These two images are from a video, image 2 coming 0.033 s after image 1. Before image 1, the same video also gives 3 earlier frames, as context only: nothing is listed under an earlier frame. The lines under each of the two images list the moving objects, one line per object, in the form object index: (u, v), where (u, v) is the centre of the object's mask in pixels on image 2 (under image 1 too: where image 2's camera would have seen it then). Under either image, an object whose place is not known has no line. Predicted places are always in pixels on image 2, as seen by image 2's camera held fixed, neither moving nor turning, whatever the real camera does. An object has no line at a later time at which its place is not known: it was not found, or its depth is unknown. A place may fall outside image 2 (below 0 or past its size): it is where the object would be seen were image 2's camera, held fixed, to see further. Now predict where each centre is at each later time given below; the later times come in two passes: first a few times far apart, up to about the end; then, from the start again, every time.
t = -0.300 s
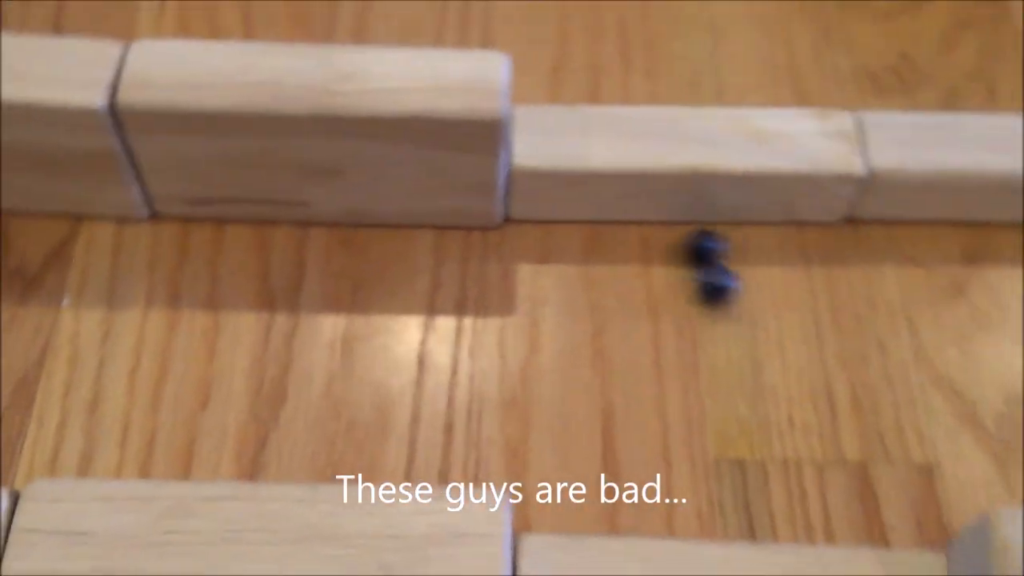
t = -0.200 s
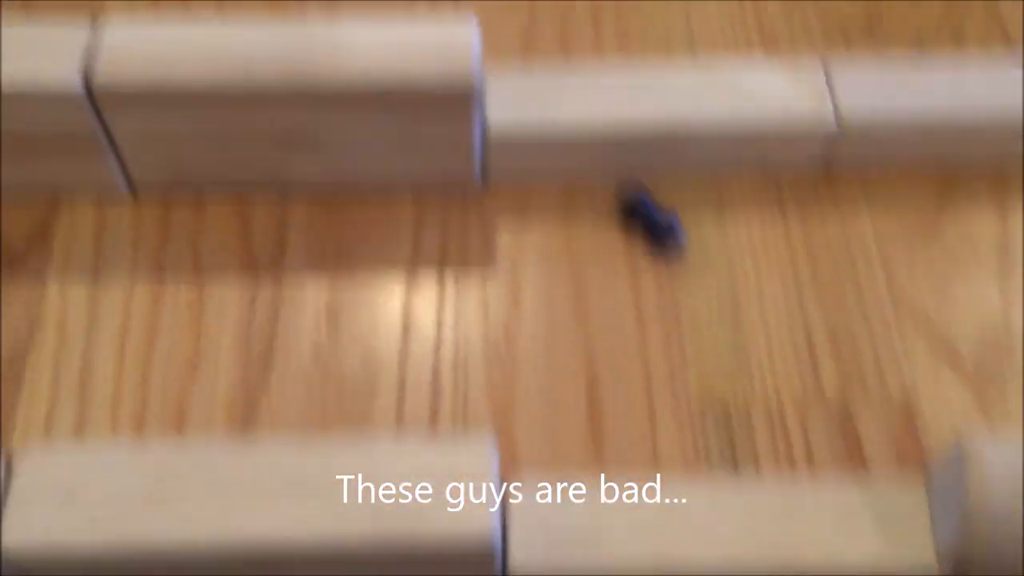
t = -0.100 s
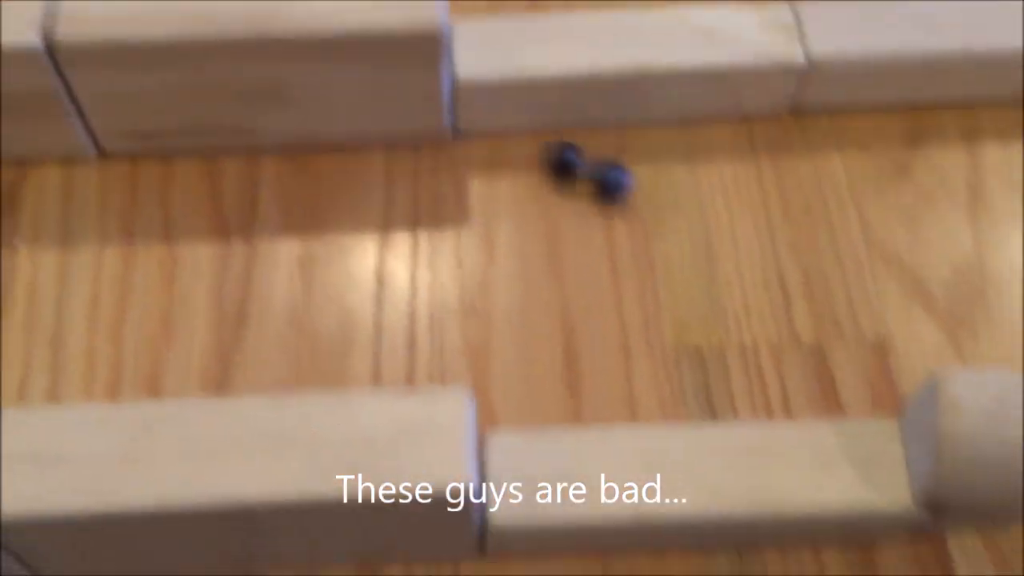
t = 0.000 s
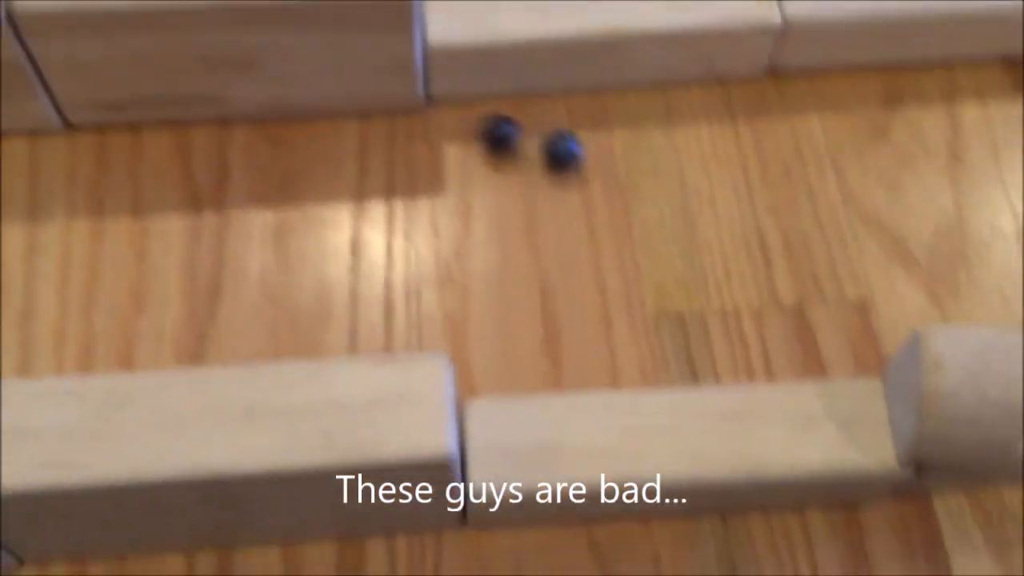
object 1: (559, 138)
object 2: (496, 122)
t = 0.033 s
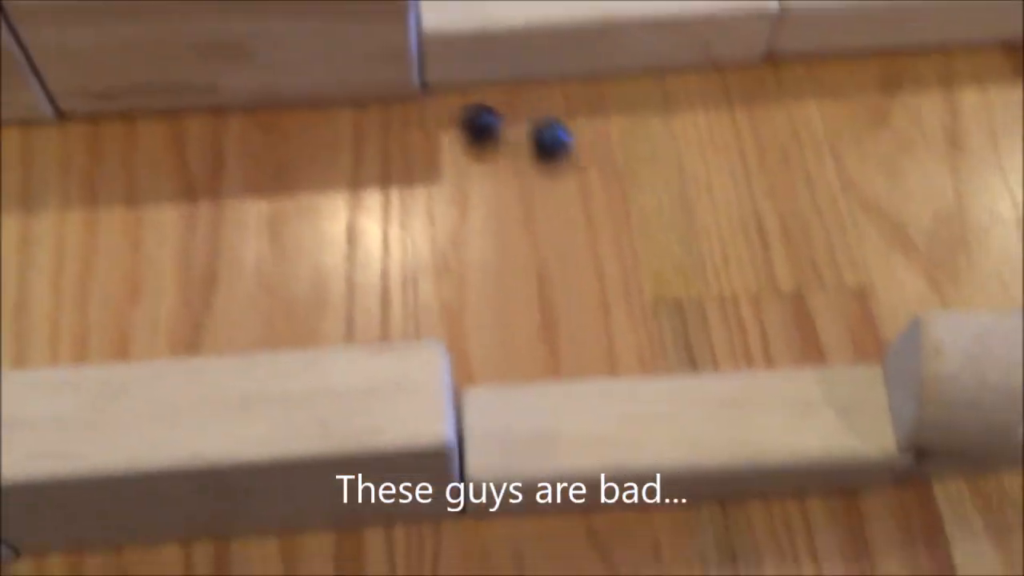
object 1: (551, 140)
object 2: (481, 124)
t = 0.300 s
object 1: (486, 149)
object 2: (371, 148)
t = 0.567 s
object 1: (424, 161)
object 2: (258, 174)
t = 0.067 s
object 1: (542, 140)
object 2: (466, 127)
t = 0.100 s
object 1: (533, 142)
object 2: (453, 130)
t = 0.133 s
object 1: (525, 143)
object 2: (439, 132)
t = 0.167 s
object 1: (516, 144)
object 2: (425, 135)
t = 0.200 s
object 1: (509, 145)
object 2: (412, 139)
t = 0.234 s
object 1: (501, 147)
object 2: (397, 142)
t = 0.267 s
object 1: (494, 148)
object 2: (385, 145)
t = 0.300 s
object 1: (486, 149)
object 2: (371, 148)
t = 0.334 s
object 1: (478, 151)
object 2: (357, 151)
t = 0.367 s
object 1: (470, 152)
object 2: (343, 154)
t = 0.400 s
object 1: (462, 153)
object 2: (328, 157)
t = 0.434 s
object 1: (454, 156)
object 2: (315, 160)
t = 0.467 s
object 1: (447, 157)
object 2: (301, 163)
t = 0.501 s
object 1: (440, 159)
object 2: (288, 167)
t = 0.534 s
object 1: (432, 160)
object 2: (273, 171)
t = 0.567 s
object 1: (424, 161)
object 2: (258, 174)
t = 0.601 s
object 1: (417, 162)
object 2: (243, 177)
